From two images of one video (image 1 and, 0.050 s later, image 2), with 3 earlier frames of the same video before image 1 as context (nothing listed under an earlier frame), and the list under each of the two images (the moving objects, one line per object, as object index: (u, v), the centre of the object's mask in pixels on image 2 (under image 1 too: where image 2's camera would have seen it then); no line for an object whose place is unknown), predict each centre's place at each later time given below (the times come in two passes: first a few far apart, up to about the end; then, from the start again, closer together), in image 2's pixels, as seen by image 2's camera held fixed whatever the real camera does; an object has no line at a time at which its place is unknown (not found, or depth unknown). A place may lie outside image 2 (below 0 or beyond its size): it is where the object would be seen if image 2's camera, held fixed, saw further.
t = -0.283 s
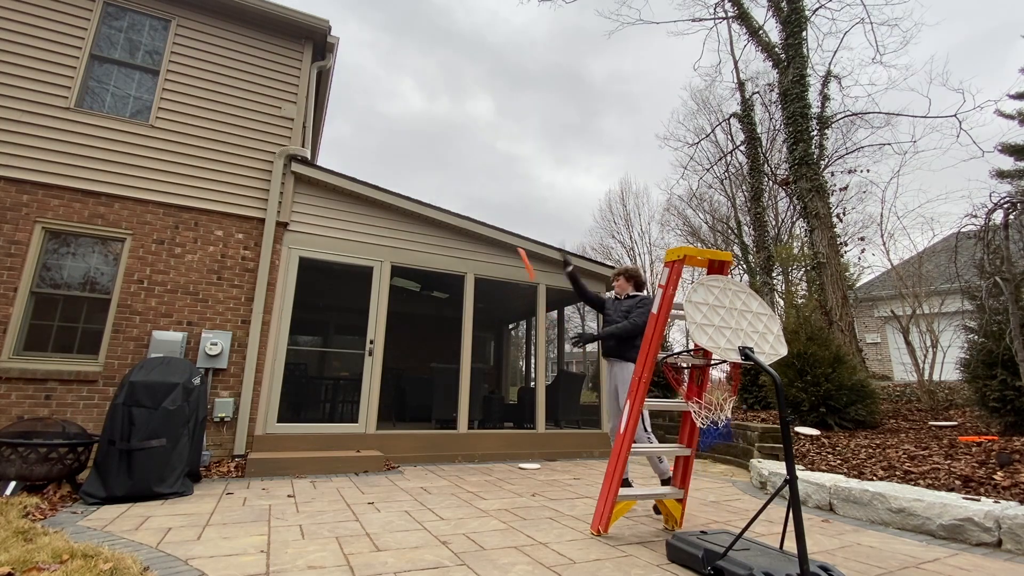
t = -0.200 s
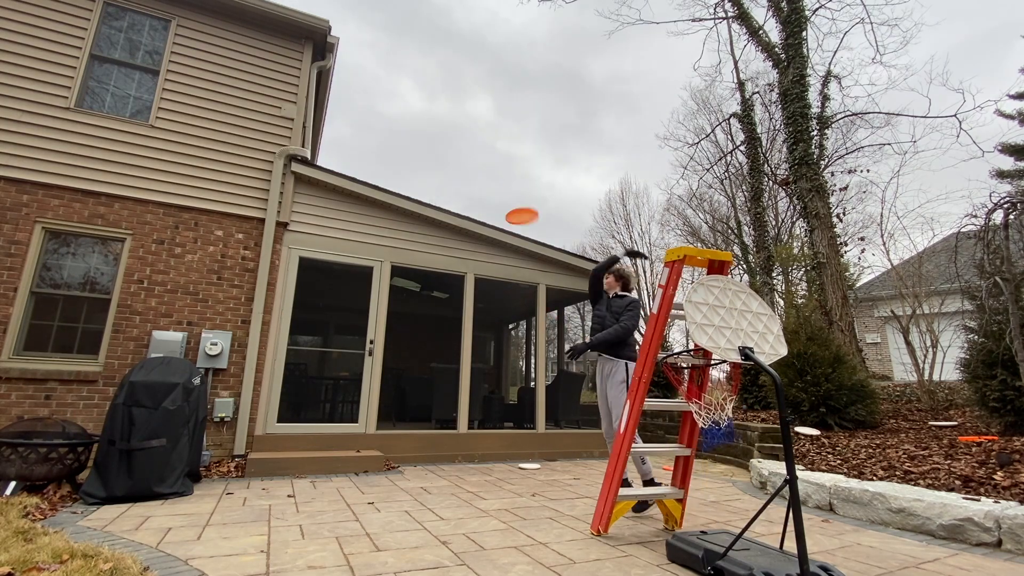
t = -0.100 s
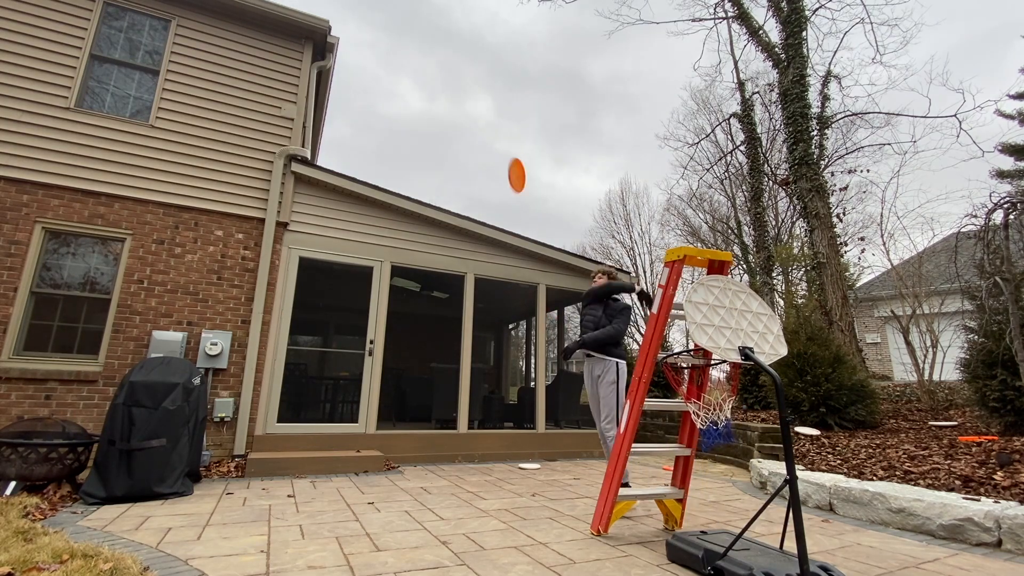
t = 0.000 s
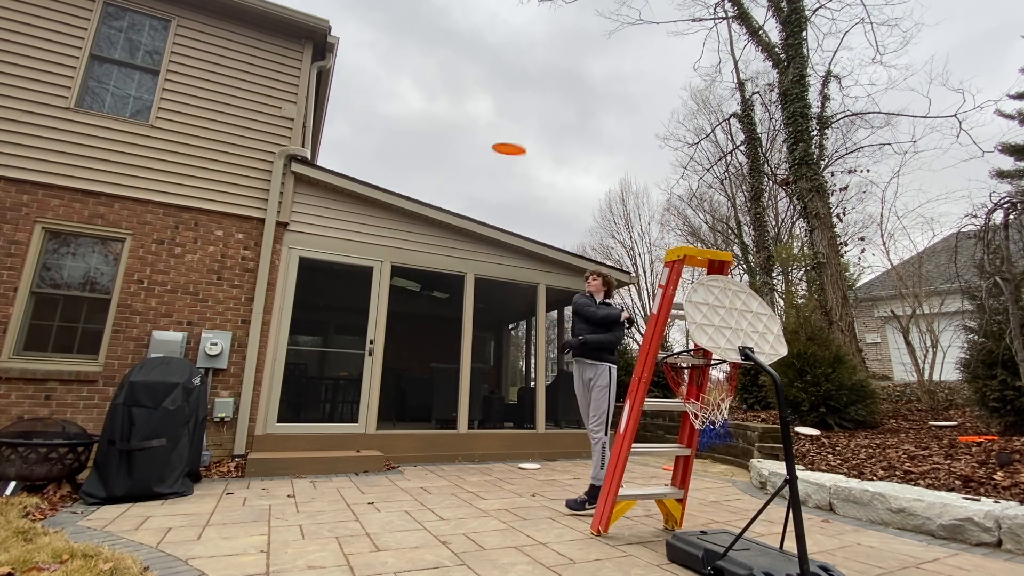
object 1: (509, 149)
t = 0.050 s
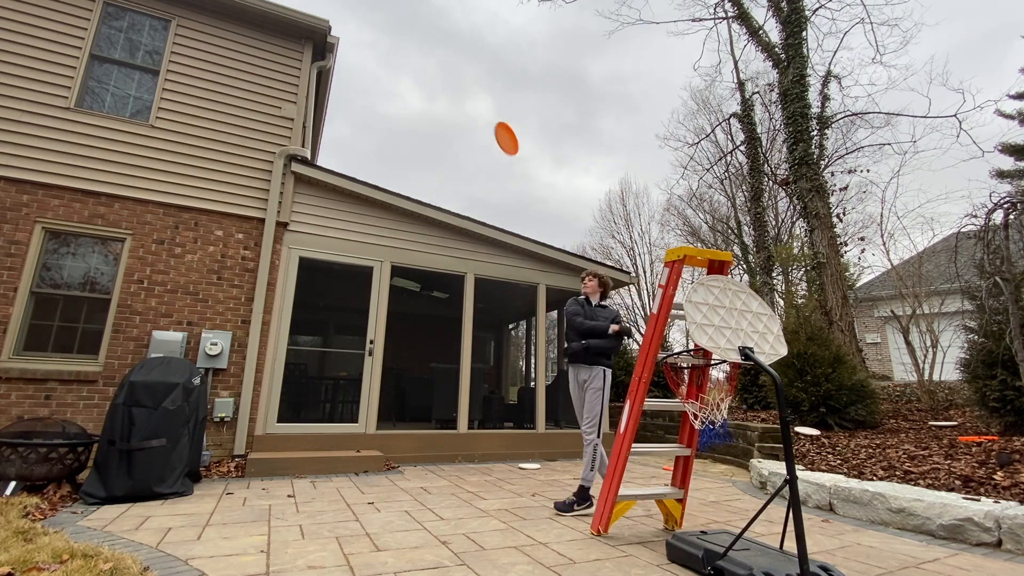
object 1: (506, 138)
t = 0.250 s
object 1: (492, 133)
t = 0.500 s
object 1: (475, 196)
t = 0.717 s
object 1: (465, 308)
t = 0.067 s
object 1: (505, 136)
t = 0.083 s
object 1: (503, 134)
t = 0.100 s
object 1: (502, 133)
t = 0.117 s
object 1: (500, 132)
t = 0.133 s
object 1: (499, 132)
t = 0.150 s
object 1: (499, 131)
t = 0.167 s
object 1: (498, 131)
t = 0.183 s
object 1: (498, 130)
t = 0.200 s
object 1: (496, 130)
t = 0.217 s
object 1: (495, 130)
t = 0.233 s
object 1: (493, 131)
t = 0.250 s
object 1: (492, 133)
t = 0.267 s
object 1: (490, 135)
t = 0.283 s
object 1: (489, 137)
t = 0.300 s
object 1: (488, 141)
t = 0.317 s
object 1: (488, 144)
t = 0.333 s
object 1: (488, 147)
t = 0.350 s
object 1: (487, 150)
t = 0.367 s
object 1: (486, 153)
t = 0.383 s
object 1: (485, 156)
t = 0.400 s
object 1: (483, 160)
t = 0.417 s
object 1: (481, 165)
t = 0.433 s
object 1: (480, 170)
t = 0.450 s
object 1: (478, 175)
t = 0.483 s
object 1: (476, 188)
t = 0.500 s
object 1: (475, 196)
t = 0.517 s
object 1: (476, 203)
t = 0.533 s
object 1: (475, 210)
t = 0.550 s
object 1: (475, 217)
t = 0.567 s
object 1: (475, 223)
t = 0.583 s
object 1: (474, 230)
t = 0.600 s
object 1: (473, 238)
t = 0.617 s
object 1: (471, 246)
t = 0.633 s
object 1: (470, 255)
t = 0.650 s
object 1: (469, 265)
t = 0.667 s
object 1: (468, 276)
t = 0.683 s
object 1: (467, 287)
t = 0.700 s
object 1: (466, 297)
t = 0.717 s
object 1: (465, 308)
